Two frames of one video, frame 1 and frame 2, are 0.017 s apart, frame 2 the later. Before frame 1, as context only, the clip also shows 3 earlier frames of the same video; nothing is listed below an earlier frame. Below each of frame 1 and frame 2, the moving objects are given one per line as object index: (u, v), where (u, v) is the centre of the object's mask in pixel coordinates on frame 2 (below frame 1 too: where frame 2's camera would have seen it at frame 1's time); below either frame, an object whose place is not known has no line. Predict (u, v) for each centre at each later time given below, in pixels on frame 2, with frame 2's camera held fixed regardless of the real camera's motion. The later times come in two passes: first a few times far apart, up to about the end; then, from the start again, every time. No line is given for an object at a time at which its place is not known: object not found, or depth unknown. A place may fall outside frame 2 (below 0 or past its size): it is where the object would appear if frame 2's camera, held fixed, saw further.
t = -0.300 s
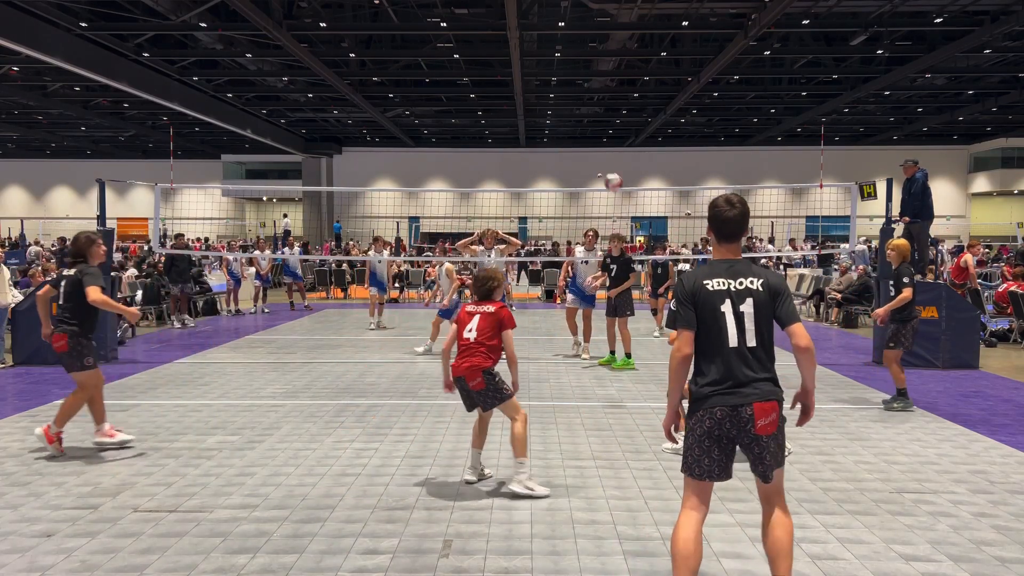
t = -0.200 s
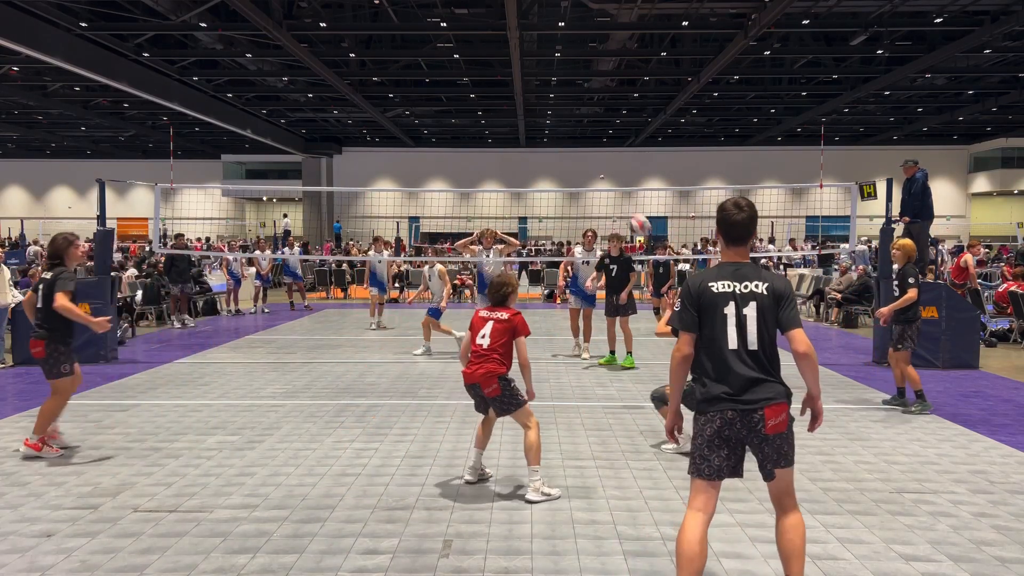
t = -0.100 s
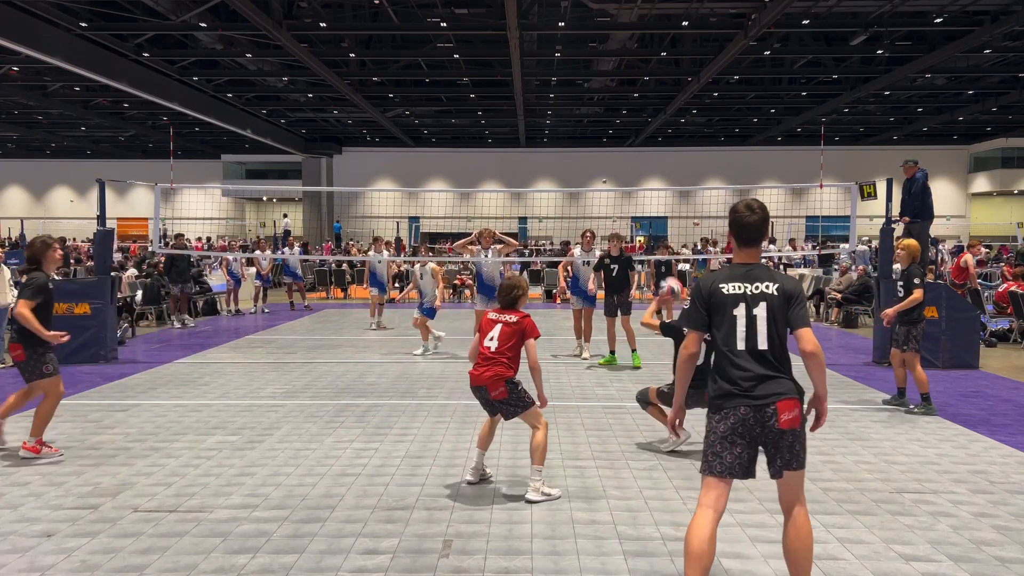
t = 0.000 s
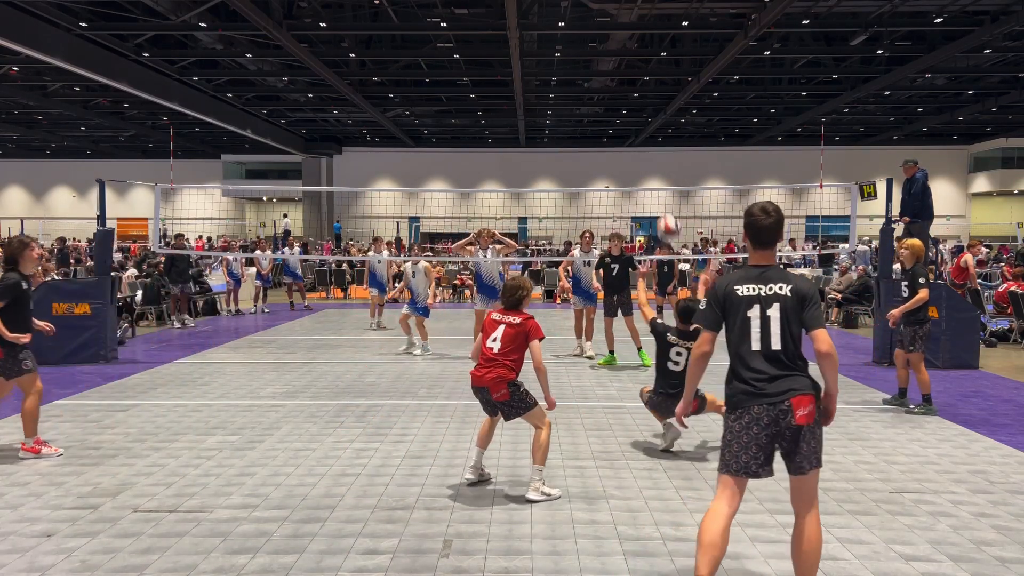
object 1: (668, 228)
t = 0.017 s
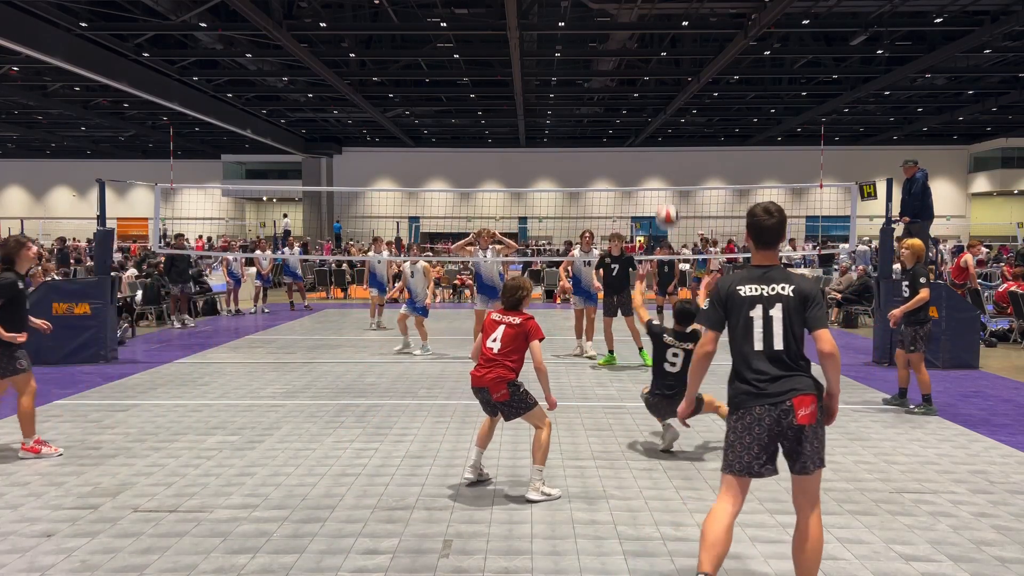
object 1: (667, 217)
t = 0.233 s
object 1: (650, 108)
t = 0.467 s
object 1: (633, 59)
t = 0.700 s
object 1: (618, 67)
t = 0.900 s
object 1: (606, 112)
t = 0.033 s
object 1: (666, 205)
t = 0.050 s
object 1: (664, 193)
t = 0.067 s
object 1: (662, 183)
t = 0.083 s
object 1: (662, 174)
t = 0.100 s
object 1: (661, 166)
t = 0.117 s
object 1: (659, 158)
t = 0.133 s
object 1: (658, 149)
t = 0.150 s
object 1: (656, 141)
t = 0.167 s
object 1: (655, 134)
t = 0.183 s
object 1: (654, 127)
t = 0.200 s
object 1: (652, 120)
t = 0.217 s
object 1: (651, 114)
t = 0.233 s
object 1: (650, 108)
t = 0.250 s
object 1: (648, 102)
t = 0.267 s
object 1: (647, 97)
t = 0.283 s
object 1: (646, 92)
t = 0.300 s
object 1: (645, 87)
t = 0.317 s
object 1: (644, 83)
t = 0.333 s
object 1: (643, 79)
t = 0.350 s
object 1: (641, 75)
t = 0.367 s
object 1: (640, 72)
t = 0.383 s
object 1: (639, 69)
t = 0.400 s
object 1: (638, 66)
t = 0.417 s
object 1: (637, 64)
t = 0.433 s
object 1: (636, 62)
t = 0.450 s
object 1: (635, 60)
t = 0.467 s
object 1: (633, 59)
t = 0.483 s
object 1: (632, 58)
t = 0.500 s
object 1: (631, 57)
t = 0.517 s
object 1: (630, 56)
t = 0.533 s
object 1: (629, 56)
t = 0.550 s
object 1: (628, 56)
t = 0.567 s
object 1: (626, 56)
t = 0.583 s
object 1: (625, 57)
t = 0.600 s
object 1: (624, 58)
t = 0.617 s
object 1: (623, 59)
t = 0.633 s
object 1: (622, 60)
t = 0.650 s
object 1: (621, 61)
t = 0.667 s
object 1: (620, 63)
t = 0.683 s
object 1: (619, 65)
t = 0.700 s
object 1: (618, 67)
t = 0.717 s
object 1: (617, 70)
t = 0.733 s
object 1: (616, 73)
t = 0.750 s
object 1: (615, 76)
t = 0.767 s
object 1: (614, 79)
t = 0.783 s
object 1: (613, 82)
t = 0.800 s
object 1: (612, 86)
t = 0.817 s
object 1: (611, 90)
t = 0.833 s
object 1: (610, 94)
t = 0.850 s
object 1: (609, 98)
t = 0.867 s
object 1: (608, 102)
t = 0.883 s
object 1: (607, 107)
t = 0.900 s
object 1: (606, 112)
